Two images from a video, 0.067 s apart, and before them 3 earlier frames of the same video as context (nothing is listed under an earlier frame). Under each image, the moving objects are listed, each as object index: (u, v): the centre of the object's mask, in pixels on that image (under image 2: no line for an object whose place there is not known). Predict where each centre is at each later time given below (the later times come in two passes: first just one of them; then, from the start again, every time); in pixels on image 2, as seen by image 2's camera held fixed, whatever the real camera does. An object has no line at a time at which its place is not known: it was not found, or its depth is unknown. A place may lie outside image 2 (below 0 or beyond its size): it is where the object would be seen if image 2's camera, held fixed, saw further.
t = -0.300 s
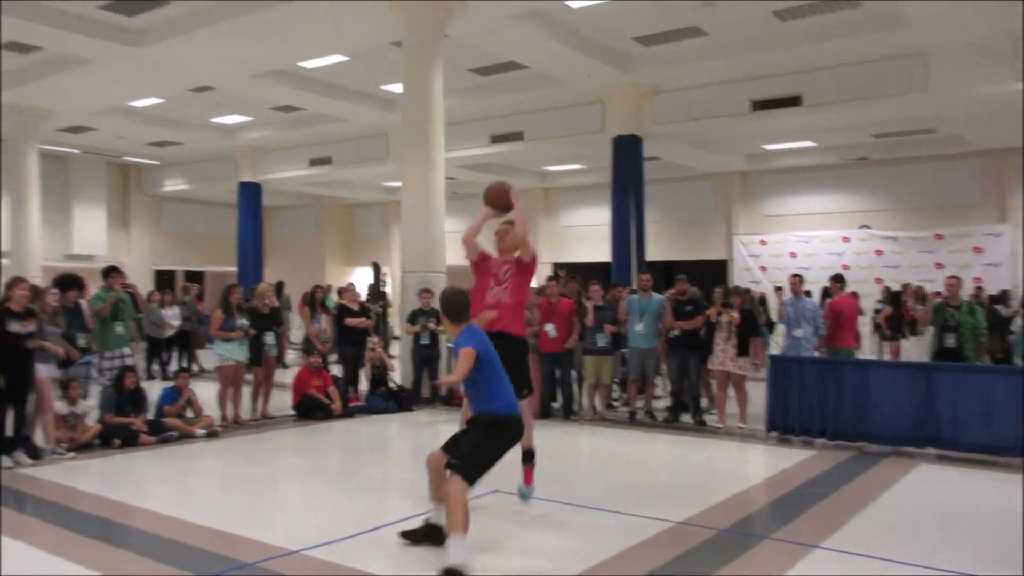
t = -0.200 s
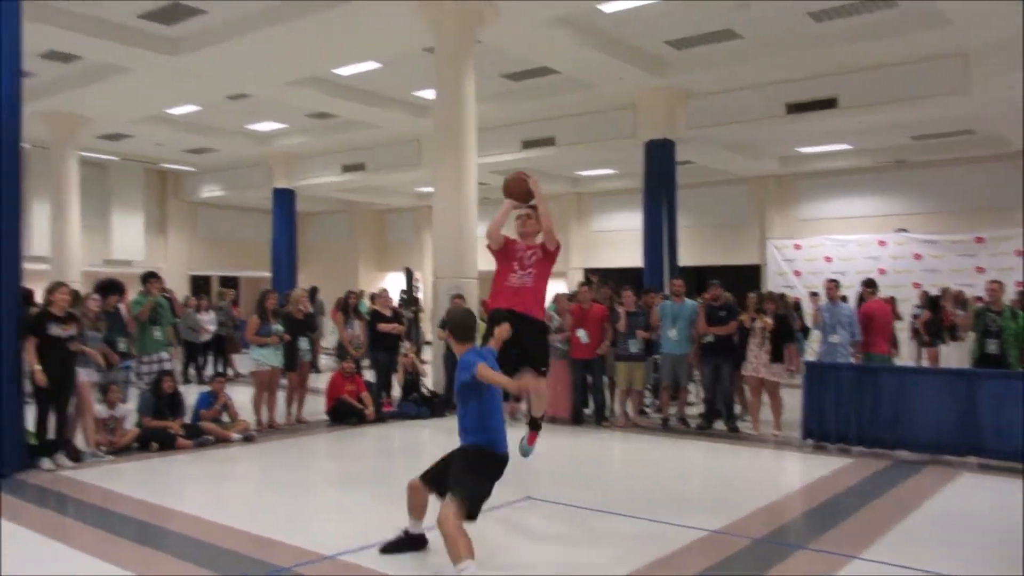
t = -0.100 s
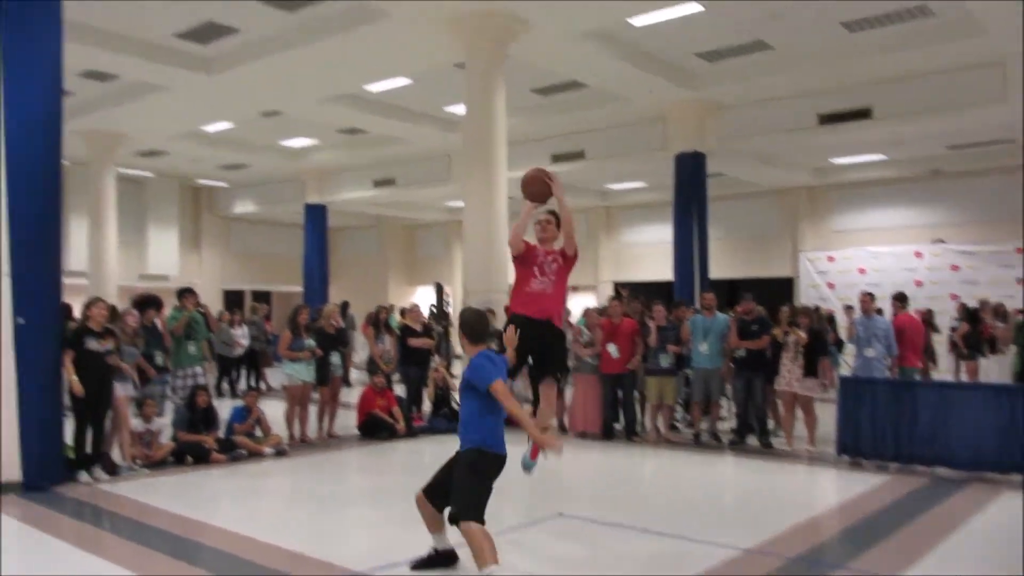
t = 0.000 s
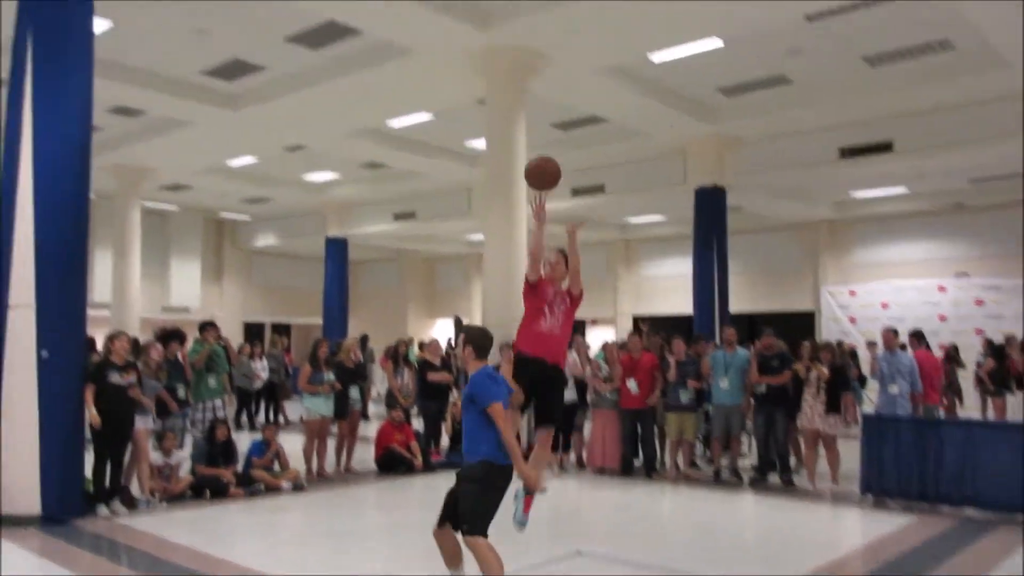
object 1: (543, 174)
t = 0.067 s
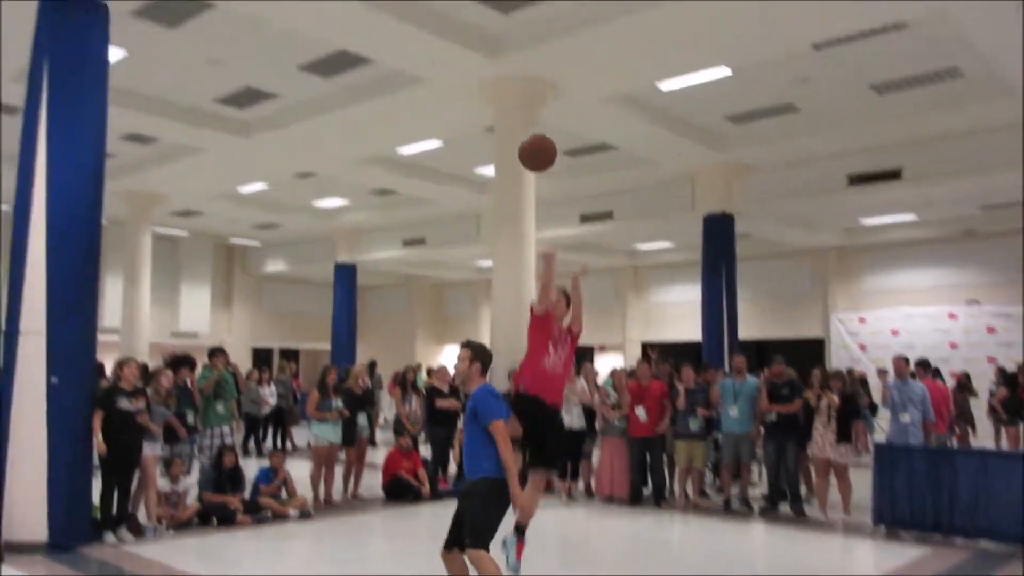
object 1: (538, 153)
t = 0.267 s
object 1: (484, 21)
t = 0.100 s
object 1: (529, 129)
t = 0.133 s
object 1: (522, 106)
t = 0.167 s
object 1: (513, 85)
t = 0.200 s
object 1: (504, 61)
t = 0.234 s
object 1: (495, 41)
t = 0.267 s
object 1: (484, 21)
